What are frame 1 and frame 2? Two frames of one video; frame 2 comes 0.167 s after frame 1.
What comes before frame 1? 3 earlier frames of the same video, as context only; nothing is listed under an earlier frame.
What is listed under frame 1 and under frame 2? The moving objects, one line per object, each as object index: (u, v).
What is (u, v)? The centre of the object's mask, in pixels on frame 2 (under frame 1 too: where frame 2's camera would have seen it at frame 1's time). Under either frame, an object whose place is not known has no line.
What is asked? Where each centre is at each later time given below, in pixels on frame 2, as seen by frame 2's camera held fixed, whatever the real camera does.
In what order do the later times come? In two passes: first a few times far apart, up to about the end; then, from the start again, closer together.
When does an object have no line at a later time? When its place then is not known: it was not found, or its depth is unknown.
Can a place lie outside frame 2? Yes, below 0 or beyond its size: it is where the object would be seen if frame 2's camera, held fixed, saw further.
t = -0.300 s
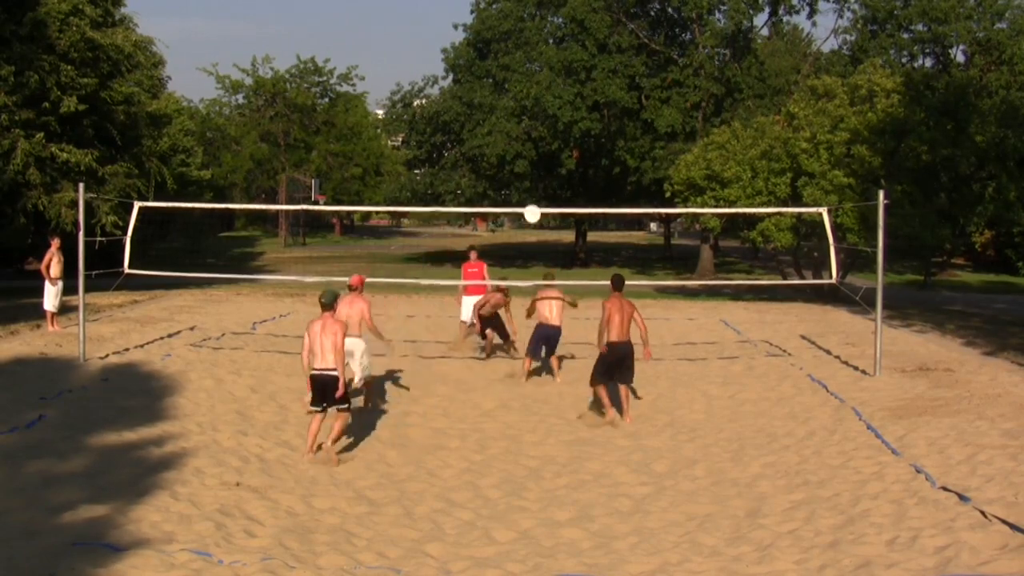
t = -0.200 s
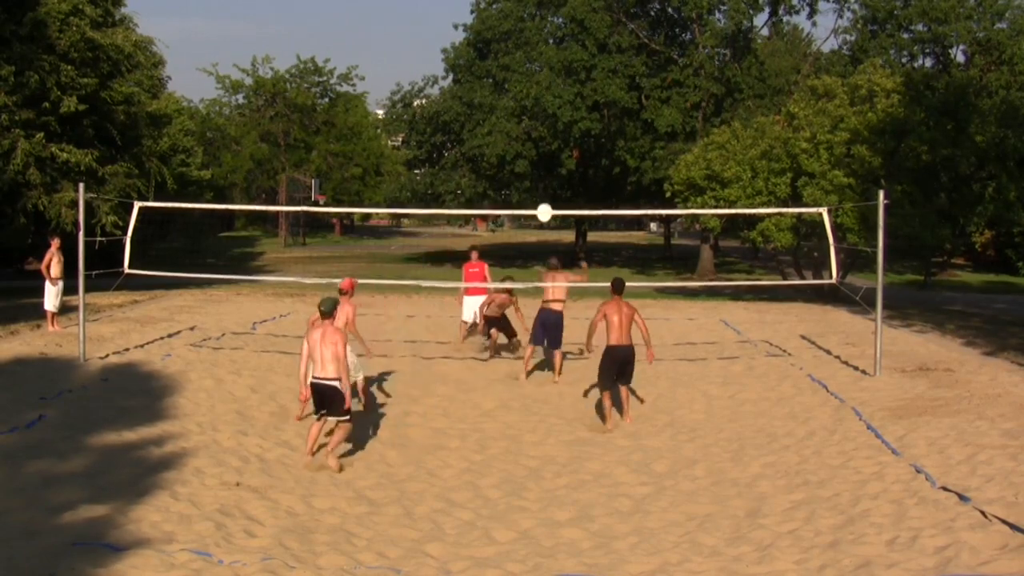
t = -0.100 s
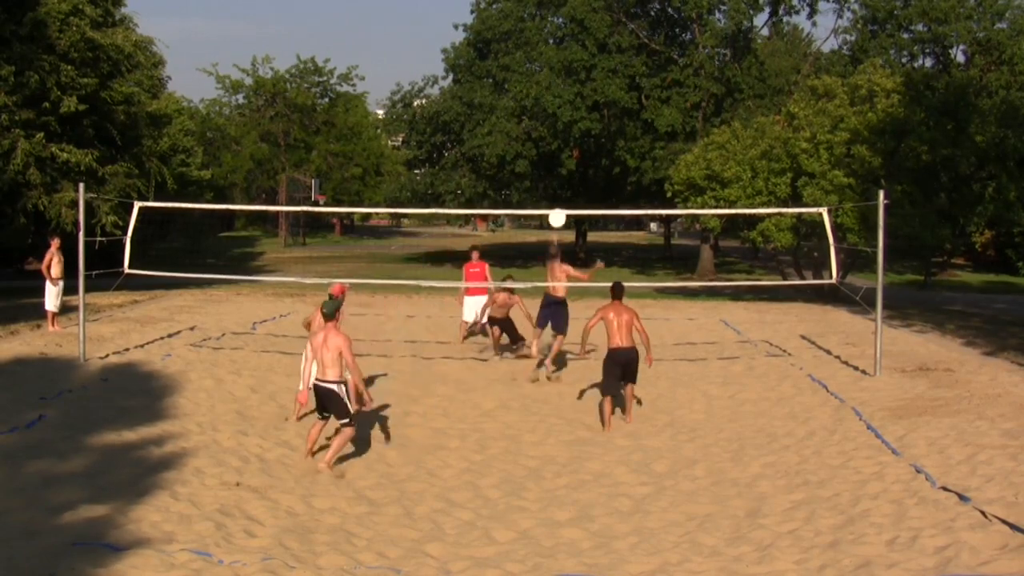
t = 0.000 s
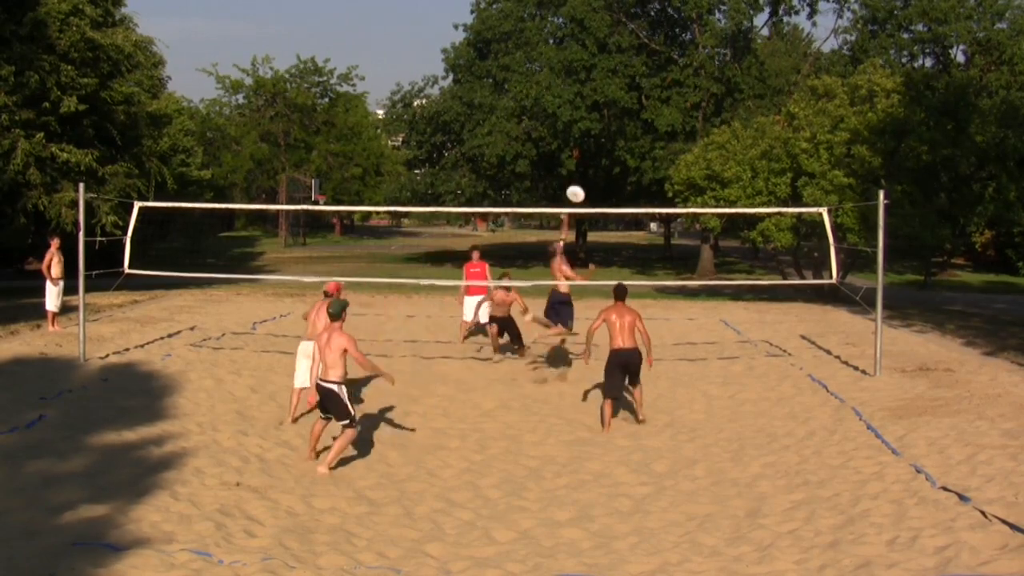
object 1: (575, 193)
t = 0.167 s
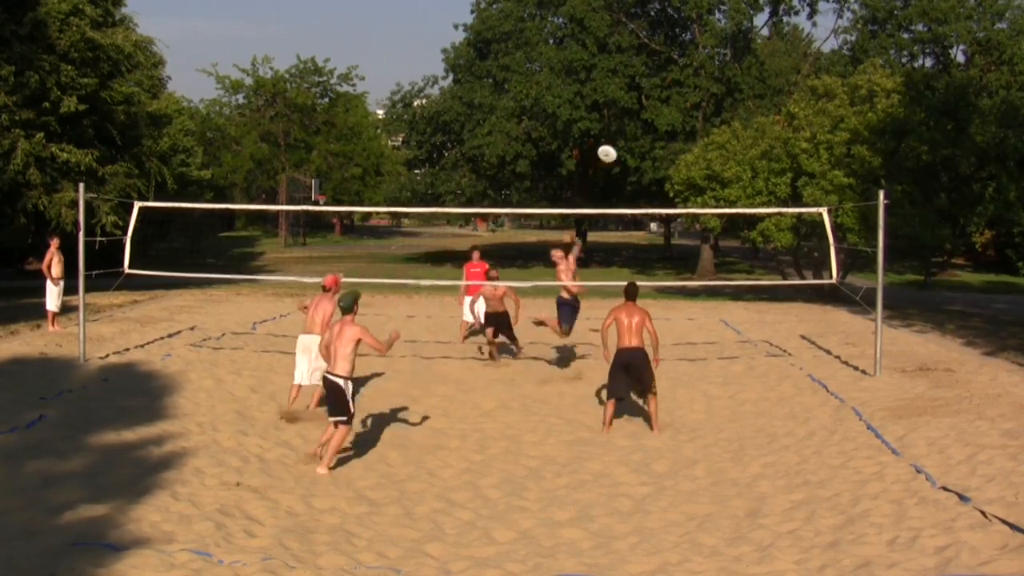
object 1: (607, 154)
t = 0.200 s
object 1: (613, 149)
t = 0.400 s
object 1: (651, 135)
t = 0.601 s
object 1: (691, 151)
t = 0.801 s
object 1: (730, 195)
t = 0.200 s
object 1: (613, 149)
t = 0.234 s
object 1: (618, 145)
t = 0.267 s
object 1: (625, 141)
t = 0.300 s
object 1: (632, 137)
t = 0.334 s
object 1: (639, 135)
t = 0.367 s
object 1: (646, 135)
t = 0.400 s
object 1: (651, 135)
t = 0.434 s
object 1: (658, 135)
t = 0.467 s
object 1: (665, 137)
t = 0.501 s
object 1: (672, 138)
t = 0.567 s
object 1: (685, 146)
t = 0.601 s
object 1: (691, 151)
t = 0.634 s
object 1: (697, 155)
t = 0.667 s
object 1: (704, 163)
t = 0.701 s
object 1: (711, 169)
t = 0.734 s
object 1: (717, 177)
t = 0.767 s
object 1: (724, 186)
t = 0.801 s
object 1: (730, 195)
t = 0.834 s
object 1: (736, 206)
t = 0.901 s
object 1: (748, 228)
